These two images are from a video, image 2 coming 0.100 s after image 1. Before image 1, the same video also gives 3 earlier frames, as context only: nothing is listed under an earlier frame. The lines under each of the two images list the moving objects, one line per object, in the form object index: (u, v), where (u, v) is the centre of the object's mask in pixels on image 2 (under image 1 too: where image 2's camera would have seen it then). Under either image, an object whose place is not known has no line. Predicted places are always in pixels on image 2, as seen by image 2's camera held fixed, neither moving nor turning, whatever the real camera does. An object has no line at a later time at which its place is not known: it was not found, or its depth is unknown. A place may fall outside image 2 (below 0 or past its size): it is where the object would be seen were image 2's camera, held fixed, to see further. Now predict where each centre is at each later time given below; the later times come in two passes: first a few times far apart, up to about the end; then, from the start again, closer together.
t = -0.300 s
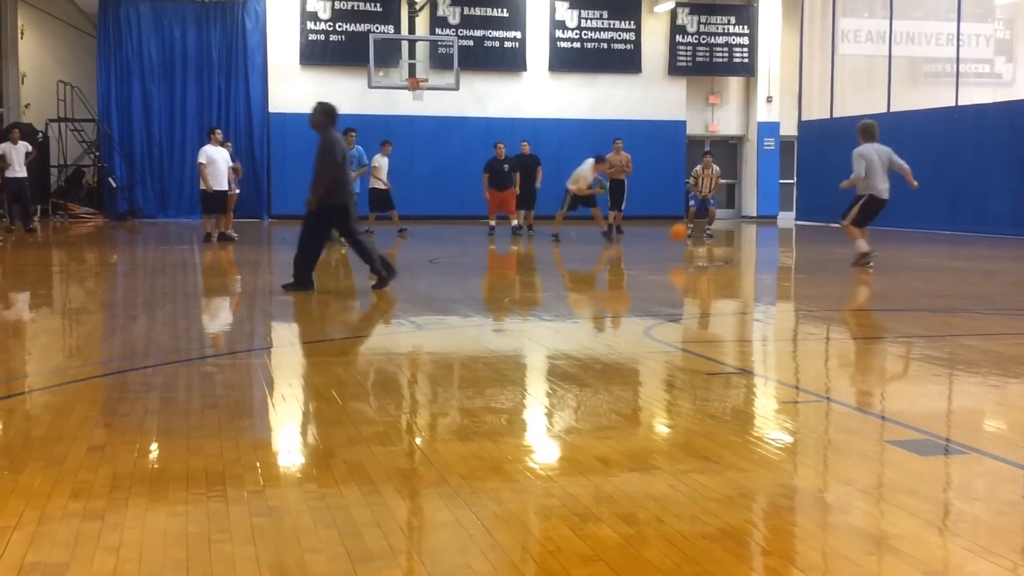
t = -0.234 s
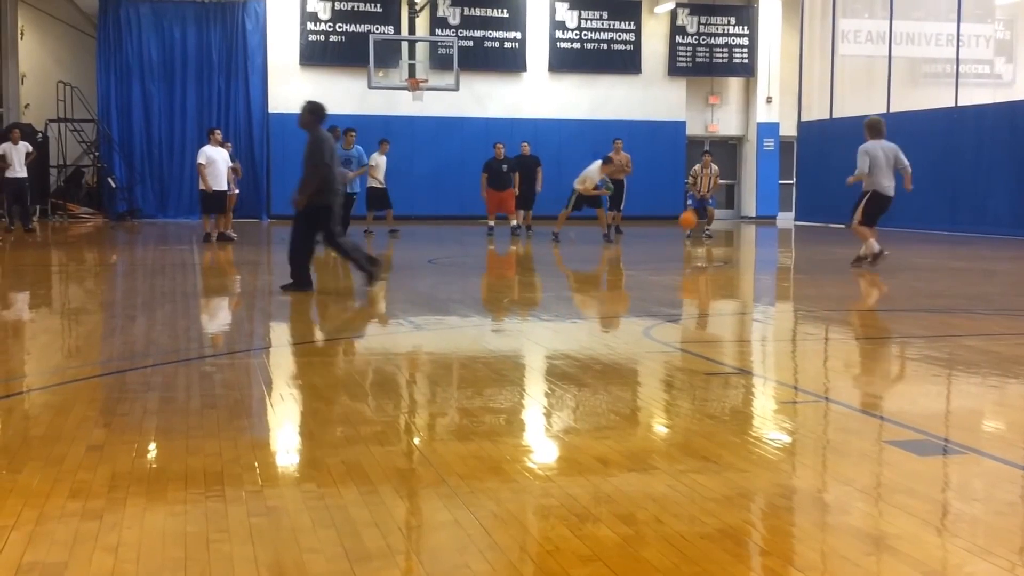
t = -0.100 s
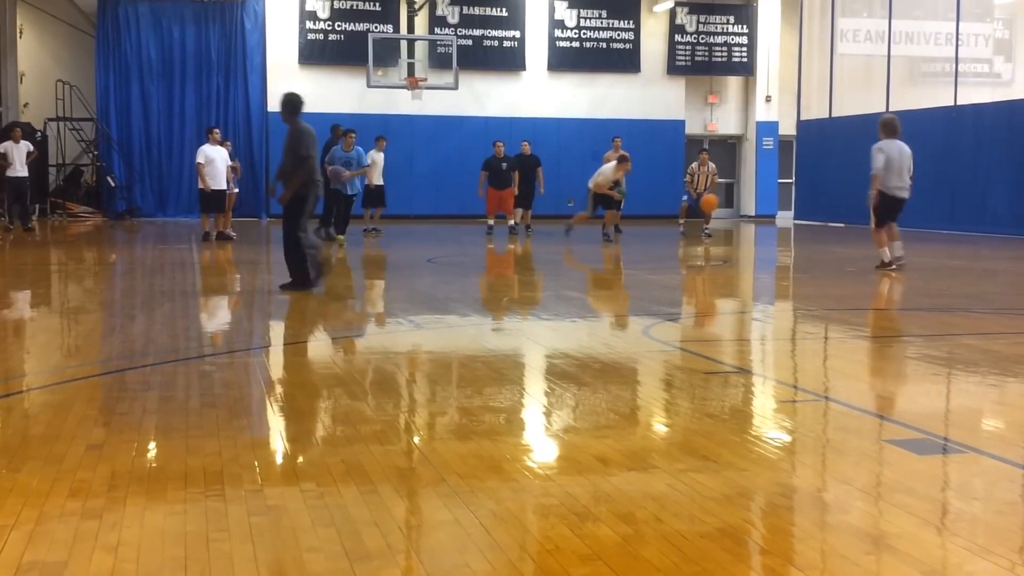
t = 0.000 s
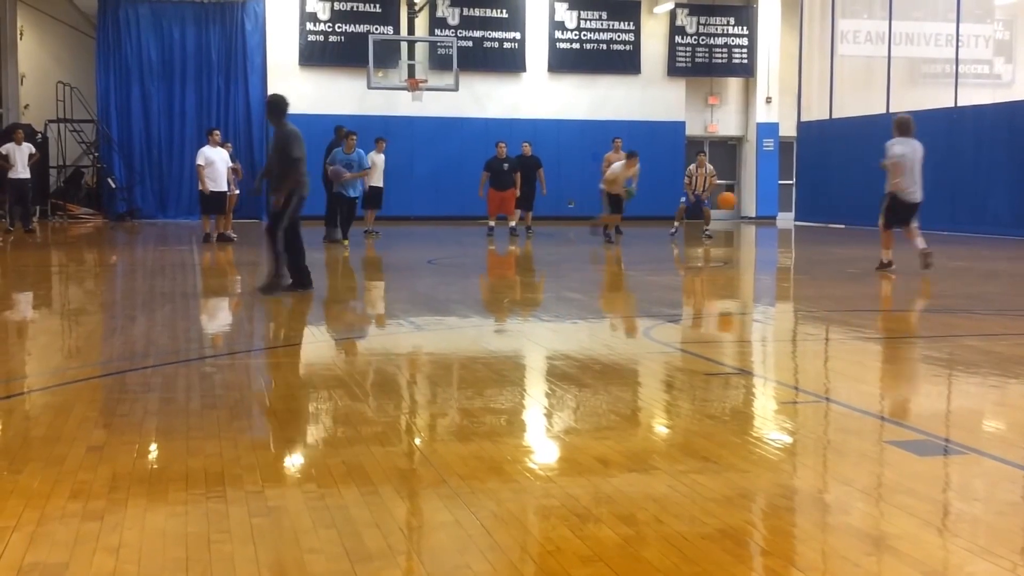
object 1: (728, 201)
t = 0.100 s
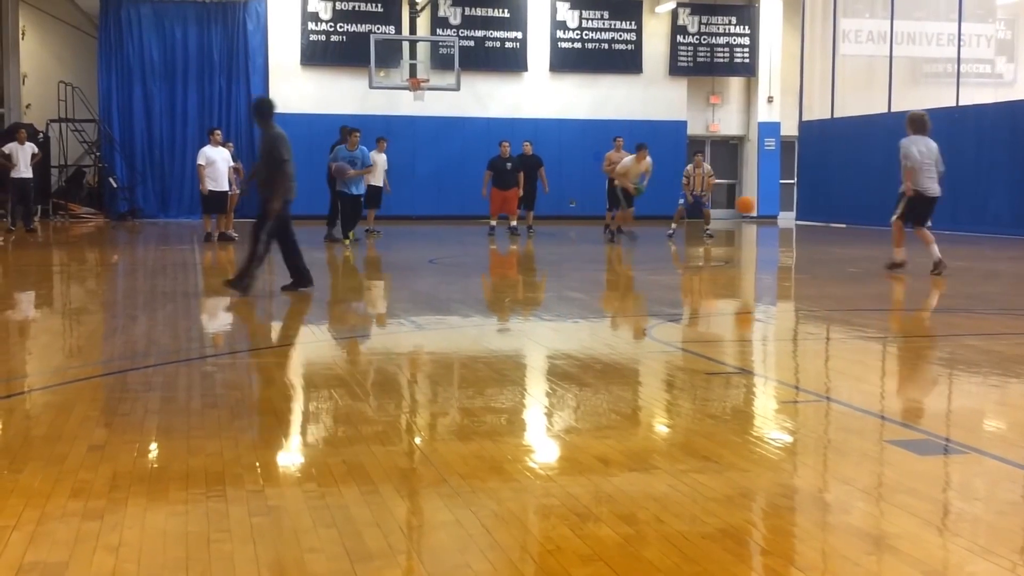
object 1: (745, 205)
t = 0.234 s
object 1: (770, 225)
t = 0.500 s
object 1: (818, 234)
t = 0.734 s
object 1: (861, 222)
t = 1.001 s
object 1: (915, 272)
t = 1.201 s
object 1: (959, 242)
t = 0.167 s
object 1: (758, 213)
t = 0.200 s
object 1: (765, 219)
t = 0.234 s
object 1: (770, 225)
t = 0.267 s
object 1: (776, 232)
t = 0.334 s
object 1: (787, 251)
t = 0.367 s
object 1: (794, 259)
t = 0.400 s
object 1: (802, 253)
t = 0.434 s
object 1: (807, 246)
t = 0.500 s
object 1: (818, 234)
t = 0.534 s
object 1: (824, 229)
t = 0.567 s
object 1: (830, 226)
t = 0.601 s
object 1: (836, 223)
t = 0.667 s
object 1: (849, 220)
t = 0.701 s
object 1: (855, 220)
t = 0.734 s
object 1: (861, 222)
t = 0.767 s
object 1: (868, 224)
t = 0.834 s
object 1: (881, 232)
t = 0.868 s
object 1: (887, 238)
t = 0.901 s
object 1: (894, 245)
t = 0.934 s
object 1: (900, 253)
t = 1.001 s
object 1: (915, 272)
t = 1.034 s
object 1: (921, 267)
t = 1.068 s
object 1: (929, 260)
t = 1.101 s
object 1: (936, 254)
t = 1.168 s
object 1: (951, 245)
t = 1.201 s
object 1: (959, 242)
